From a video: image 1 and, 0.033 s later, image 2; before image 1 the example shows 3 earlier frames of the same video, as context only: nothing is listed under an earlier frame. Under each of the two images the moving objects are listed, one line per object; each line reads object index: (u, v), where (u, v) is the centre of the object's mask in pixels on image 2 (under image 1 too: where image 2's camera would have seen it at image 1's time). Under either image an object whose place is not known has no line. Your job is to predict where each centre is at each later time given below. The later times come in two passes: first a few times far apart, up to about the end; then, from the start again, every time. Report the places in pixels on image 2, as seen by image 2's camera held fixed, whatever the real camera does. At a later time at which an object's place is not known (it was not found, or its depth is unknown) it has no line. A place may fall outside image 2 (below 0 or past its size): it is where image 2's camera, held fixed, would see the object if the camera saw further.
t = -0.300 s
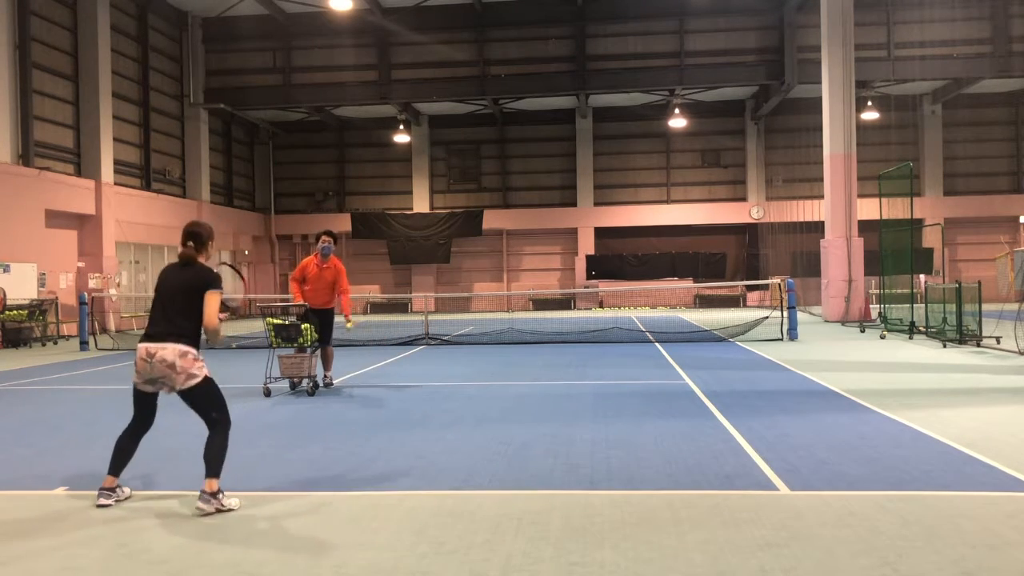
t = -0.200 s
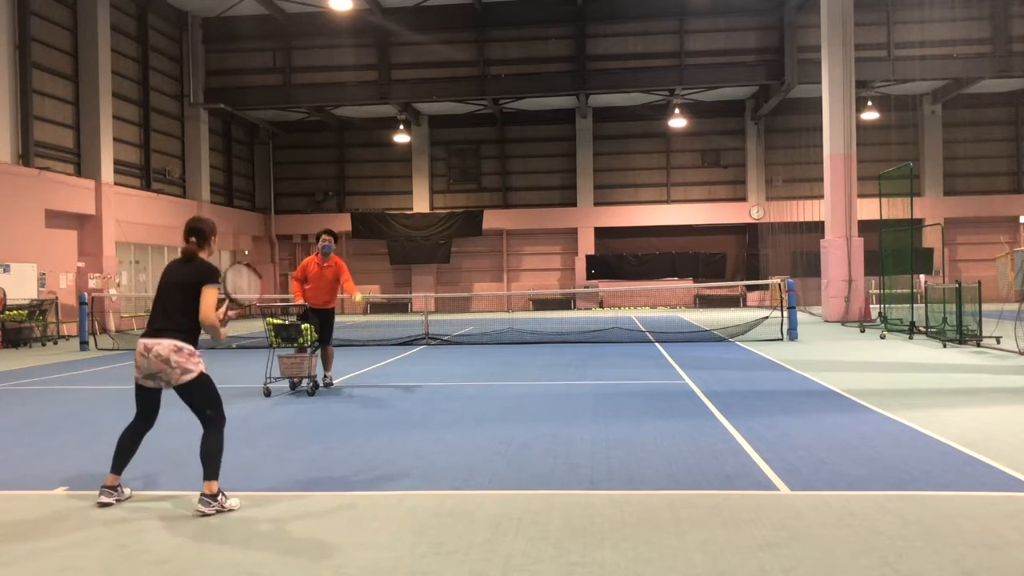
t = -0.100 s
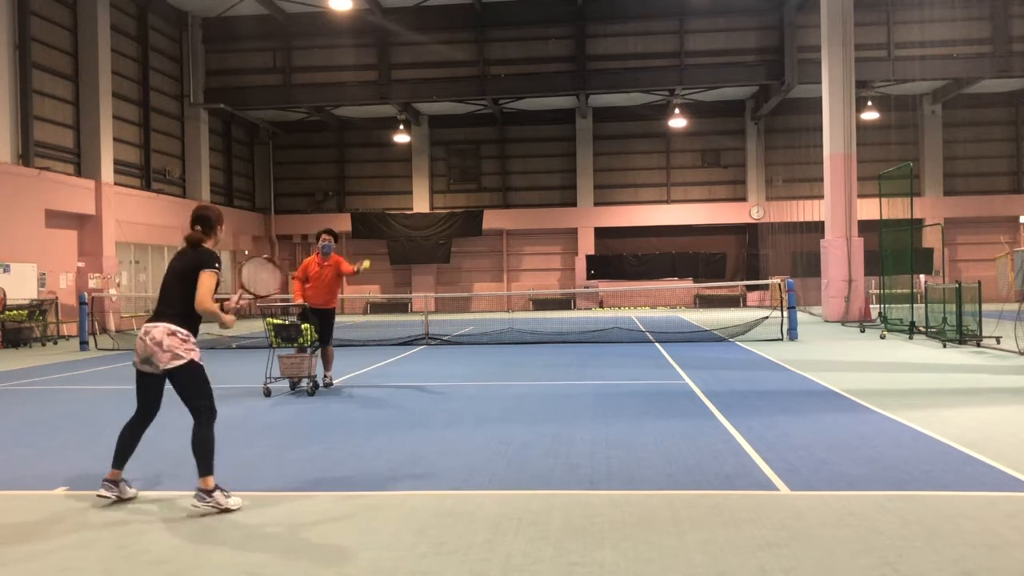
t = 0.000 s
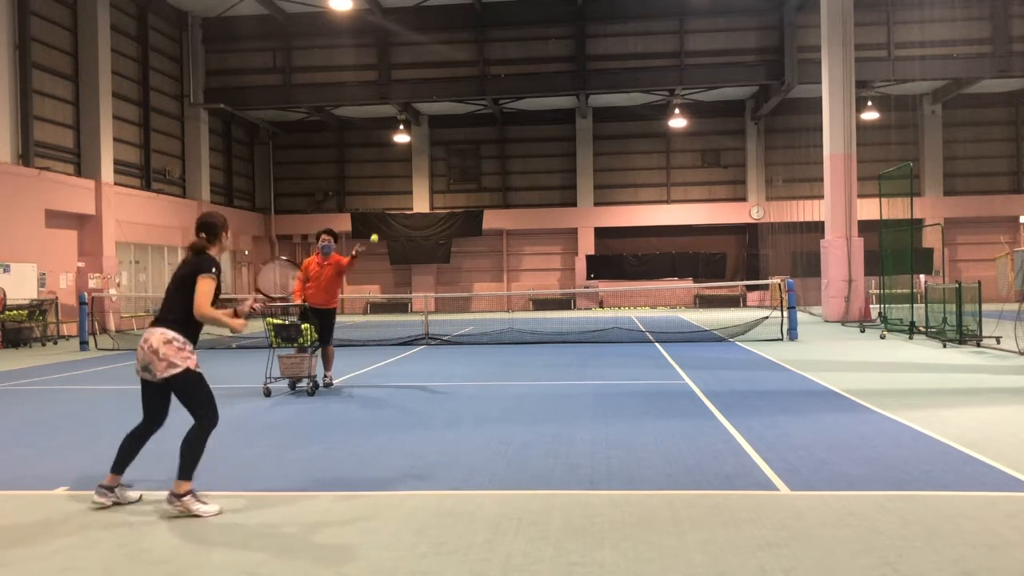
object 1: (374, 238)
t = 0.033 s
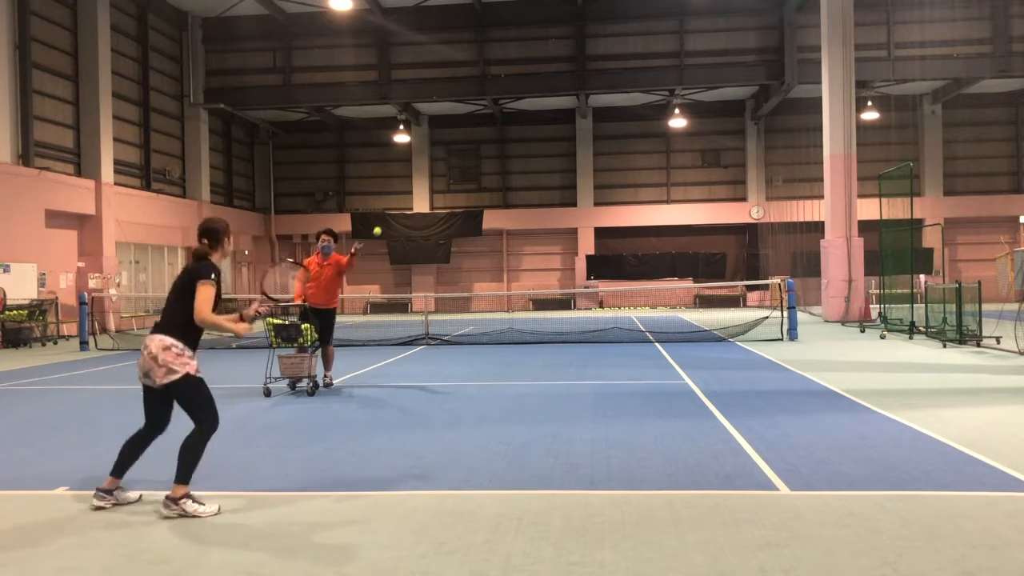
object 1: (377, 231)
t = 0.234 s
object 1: (393, 211)
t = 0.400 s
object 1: (414, 227)
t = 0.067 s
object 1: (380, 225)
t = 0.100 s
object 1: (383, 220)
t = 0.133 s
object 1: (386, 216)
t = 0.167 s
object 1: (388, 212)
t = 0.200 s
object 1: (390, 211)
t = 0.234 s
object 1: (393, 211)
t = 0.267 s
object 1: (399, 212)
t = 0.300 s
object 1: (403, 214)
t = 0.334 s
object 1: (407, 217)
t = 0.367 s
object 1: (410, 222)
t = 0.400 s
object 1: (414, 227)
